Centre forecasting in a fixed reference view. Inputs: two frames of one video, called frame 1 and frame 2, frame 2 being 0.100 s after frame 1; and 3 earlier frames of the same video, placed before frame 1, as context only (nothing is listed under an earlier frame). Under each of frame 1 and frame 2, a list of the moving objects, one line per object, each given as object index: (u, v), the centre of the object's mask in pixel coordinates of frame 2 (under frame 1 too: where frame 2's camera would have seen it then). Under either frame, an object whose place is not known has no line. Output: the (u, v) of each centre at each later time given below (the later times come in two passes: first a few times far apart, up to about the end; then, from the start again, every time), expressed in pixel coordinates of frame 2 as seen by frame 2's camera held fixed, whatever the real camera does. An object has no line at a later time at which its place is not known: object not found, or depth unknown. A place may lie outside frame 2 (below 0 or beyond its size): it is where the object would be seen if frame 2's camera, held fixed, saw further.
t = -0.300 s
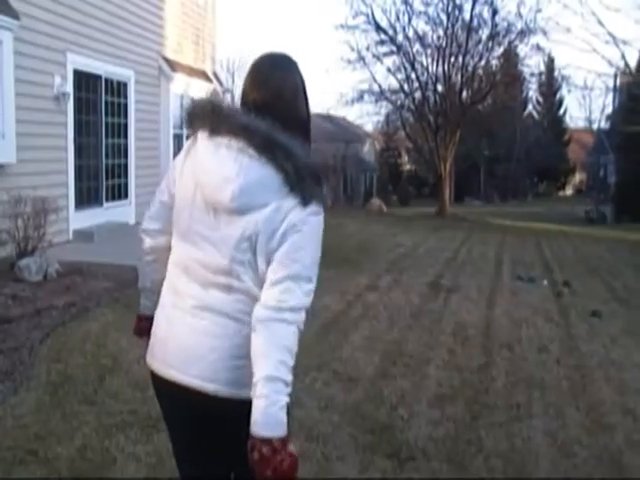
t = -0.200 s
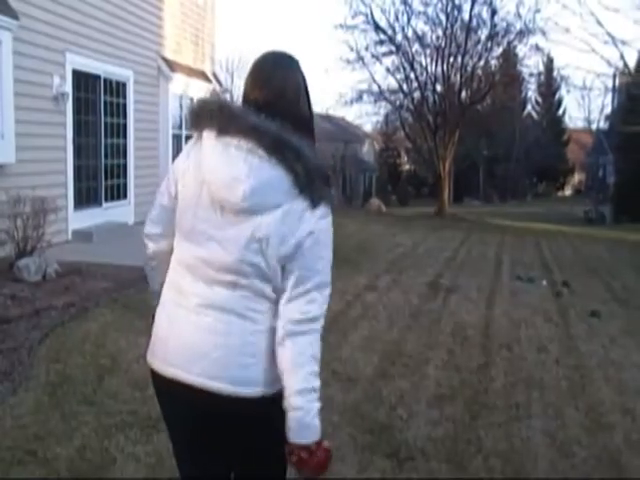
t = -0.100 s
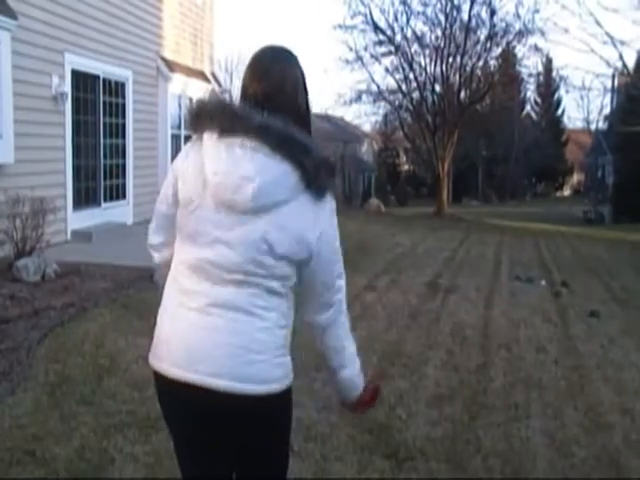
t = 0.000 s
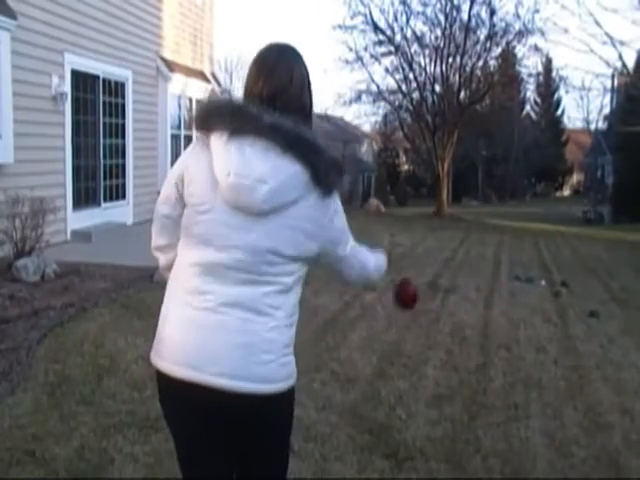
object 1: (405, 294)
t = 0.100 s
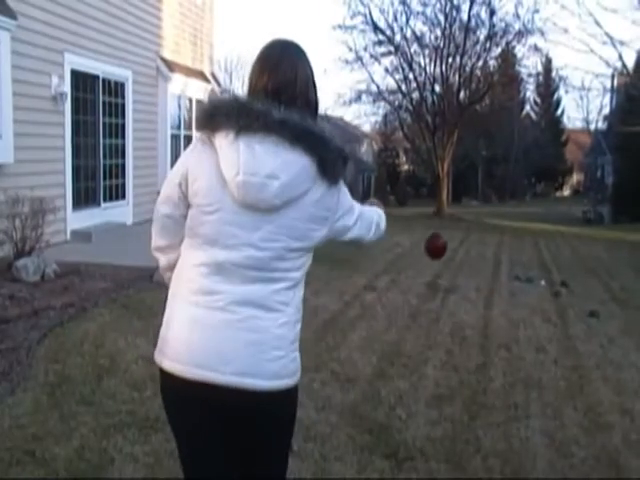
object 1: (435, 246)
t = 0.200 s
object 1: (458, 233)
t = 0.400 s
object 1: (487, 268)
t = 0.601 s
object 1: (504, 351)
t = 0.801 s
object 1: (506, 313)
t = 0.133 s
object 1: (443, 239)
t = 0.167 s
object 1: (451, 235)
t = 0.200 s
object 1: (458, 233)
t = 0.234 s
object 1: (464, 233)
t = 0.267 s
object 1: (469, 237)
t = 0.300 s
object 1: (474, 242)
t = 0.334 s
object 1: (479, 249)
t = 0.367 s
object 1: (483, 258)
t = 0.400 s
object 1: (487, 268)
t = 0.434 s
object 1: (490, 280)
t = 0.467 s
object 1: (493, 292)
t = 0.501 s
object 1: (496, 306)
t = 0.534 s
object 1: (499, 320)
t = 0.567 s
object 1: (502, 335)
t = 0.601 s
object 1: (504, 351)
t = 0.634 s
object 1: (505, 350)
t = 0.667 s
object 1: (505, 340)
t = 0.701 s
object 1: (505, 330)
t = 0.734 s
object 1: (506, 323)
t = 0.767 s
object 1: (506, 317)
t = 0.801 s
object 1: (506, 313)
